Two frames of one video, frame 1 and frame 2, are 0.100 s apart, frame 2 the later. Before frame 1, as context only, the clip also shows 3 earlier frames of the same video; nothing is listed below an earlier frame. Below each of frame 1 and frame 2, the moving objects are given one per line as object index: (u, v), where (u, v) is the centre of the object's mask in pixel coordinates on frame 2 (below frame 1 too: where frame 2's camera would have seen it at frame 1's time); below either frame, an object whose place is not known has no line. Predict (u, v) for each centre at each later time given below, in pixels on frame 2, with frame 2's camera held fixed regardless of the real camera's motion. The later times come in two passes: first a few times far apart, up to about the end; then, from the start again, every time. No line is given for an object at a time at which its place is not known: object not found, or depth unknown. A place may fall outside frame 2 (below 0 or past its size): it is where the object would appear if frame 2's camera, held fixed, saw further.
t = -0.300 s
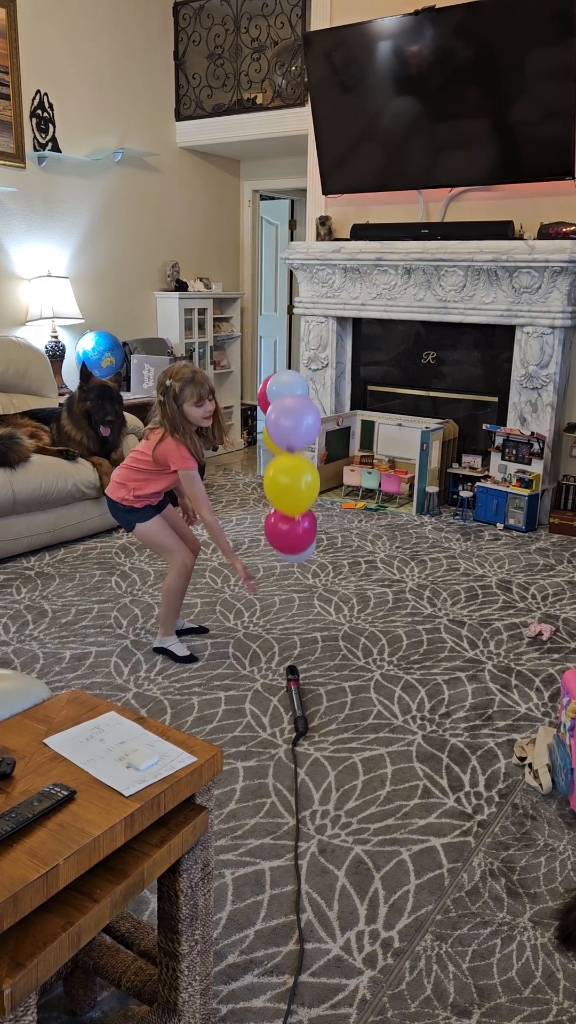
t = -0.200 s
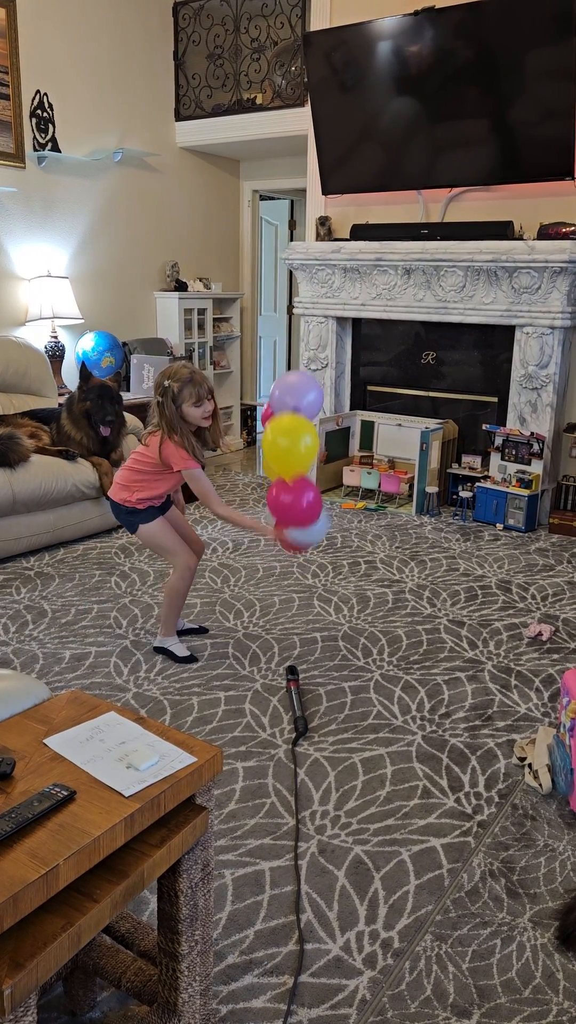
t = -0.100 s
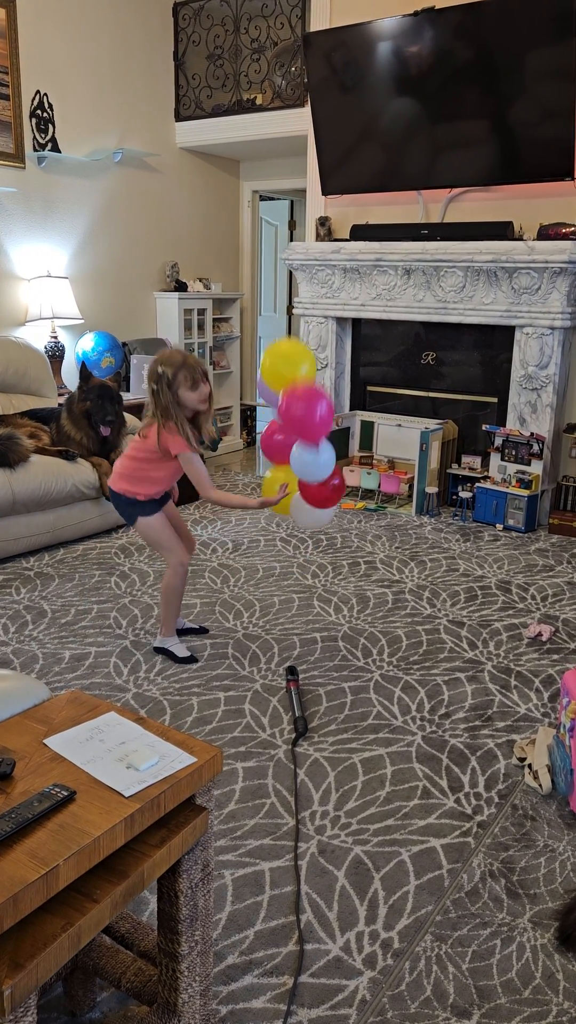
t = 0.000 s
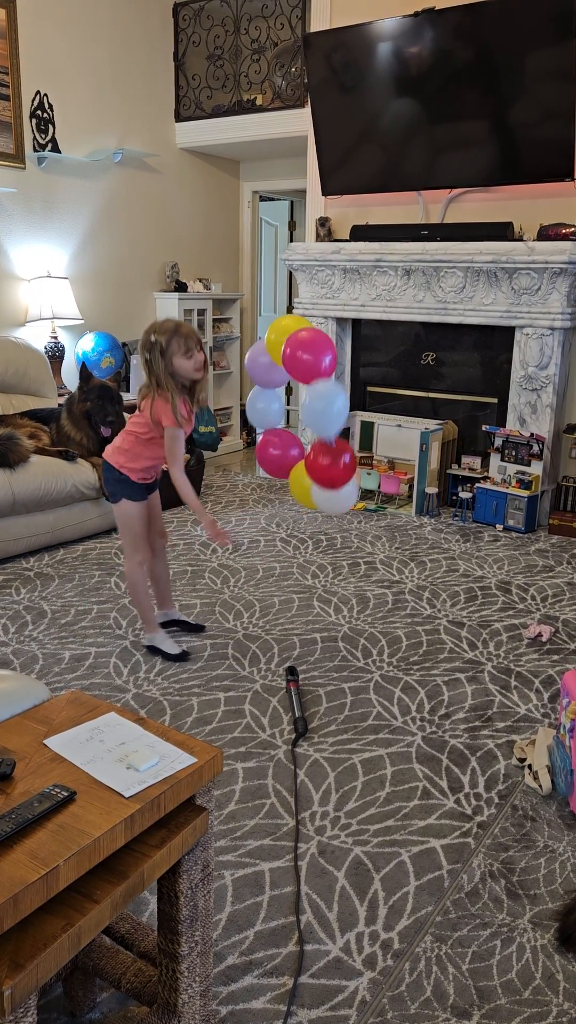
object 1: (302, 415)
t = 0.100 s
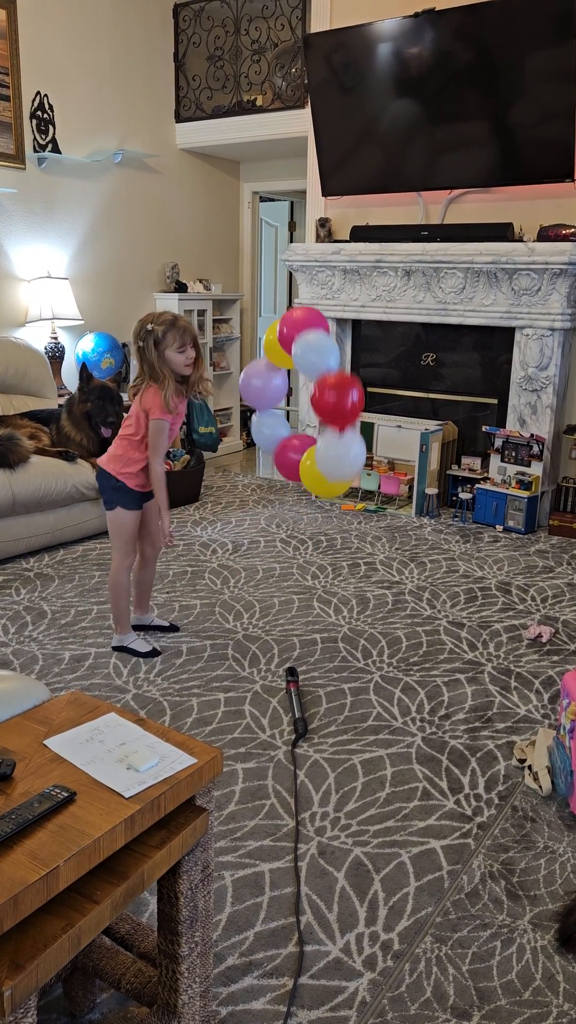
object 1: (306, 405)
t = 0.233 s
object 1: (308, 385)
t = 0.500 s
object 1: (306, 357)
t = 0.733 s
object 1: (302, 346)
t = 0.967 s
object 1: (299, 341)
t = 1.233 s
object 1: (304, 338)
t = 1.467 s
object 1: (306, 332)
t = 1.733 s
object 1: (307, 334)
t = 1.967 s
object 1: (311, 339)
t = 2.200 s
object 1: (312, 345)
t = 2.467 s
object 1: (304, 364)
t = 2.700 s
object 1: (286, 401)
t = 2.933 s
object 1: (280, 435)
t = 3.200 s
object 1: (292, 472)
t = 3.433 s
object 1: (291, 487)
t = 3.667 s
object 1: (289, 497)
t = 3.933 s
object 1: (290, 503)
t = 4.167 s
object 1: (288, 509)
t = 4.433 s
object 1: (293, 500)
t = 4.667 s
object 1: (301, 488)
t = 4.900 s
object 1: (300, 470)
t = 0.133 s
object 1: (307, 400)
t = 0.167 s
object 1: (308, 396)
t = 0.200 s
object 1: (308, 391)
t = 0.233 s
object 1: (308, 385)
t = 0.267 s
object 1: (307, 379)
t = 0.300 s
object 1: (307, 376)
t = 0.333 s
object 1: (307, 373)
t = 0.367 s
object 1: (306, 370)
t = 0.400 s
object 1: (306, 368)
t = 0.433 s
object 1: (306, 365)
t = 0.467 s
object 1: (306, 361)
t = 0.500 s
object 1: (306, 357)
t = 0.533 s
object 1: (306, 354)
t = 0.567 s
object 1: (305, 352)
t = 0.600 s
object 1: (304, 350)
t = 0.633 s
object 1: (304, 349)
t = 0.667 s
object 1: (303, 348)
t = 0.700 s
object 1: (303, 348)
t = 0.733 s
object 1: (302, 346)
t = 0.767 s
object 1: (302, 345)
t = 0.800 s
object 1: (301, 344)
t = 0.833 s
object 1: (301, 343)
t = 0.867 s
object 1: (300, 342)
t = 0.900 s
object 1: (300, 342)
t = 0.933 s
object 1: (300, 341)
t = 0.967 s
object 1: (299, 341)
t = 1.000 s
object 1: (299, 341)
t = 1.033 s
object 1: (299, 341)
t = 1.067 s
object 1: (300, 340)
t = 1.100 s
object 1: (301, 340)
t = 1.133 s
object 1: (301, 340)
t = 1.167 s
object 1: (302, 339)
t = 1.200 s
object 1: (303, 339)
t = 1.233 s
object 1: (304, 338)
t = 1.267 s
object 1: (305, 337)
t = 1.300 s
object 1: (306, 336)
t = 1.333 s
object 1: (306, 335)
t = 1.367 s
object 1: (306, 334)
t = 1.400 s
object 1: (306, 333)
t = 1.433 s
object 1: (306, 332)
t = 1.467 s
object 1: (306, 332)
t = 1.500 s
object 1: (307, 332)
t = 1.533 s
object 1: (307, 333)
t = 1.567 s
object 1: (307, 333)
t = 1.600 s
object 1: (307, 334)
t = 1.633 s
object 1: (308, 334)
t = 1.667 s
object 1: (307, 334)
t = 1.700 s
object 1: (307, 334)
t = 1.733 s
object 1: (307, 334)
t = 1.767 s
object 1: (308, 335)
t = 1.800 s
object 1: (308, 335)
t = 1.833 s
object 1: (309, 336)
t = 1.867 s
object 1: (309, 337)
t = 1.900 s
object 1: (310, 337)
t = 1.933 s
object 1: (311, 338)
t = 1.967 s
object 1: (311, 339)
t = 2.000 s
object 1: (311, 340)
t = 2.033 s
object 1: (311, 341)
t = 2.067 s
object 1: (312, 342)
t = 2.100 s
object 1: (312, 343)
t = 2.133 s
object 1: (312, 344)
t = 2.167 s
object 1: (312, 345)
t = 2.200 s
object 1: (312, 345)
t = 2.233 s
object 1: (312, 346)
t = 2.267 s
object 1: (312, 347)
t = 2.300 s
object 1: (312, 349)
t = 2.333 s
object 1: (311, 352)
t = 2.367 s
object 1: (310, 355)
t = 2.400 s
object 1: (308, 358)
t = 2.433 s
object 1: (306, 361)
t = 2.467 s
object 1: (304, 364)
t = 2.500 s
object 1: (302, 368)
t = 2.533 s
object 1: (299, 374)
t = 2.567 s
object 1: (296, 380)
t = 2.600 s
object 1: (293, 386)
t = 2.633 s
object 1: (290, 392)
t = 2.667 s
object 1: (288, 397)
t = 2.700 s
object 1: (286, 401)
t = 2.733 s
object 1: (285, 404)
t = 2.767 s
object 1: (283, 408)
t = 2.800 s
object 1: (282, 412)
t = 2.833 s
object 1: (282, 417)
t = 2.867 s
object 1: (281, 423)
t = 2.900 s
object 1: (280, 430)
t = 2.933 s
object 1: (280, 435)
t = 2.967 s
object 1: (281, 441)
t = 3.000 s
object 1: (281, 445)
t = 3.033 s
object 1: (283, 449)
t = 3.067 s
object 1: (285, 452)
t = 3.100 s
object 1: (287, 455)
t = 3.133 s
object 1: (289, 461)
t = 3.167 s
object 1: (291, 467)
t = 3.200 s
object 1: (292, 472)
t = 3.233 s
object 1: (293, 477)
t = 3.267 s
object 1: (294, 479)
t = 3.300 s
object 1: (294, 481)
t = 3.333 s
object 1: (293, 482)
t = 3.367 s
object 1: (292, 483)
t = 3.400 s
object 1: (291, 485)
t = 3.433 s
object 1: (291, 487)
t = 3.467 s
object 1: (291, 488)
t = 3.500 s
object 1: (291, 488)
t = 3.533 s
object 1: (291, 489)
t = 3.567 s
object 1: (291, 491)
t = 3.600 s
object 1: (290, 493)
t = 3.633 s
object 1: (289, 495)
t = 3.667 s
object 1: (289, 497)
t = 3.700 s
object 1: (289, 499)
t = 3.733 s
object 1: (289, 501)
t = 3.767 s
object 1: (289, 503)
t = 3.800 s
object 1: (290, 504)
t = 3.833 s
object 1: (290, 504)
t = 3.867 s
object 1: (290, 502)
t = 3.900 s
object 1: (290, 502)
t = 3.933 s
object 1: (290, 503)
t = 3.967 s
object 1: (290, 503)
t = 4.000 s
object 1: (290, 504)
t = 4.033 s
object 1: (289, 505)
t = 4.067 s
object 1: (289, 505)
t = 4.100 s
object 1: (288, 507)
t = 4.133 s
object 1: (288, 508)
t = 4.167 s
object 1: (288, 509)
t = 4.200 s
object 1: (288, 508)
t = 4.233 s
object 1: (288, 508)
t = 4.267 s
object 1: (288, 507)
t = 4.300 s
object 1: (288, 505)
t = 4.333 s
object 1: (289, 504)
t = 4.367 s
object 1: (290, 503)
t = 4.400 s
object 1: (291, 502)
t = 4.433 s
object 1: (293, 500)
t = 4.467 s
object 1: (294, 499)
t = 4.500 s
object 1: (296, 498)
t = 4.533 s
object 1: (298, 497)
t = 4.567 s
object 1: (299, 494)
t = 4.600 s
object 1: (300, 492)
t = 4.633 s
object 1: (301, 490)
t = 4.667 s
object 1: (301, 488)
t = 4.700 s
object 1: (301, 485)
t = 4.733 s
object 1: (301, 484)
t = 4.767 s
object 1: (301, 482)
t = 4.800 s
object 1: (301, 480)
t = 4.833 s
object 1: (301, 477)
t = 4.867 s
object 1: (300, 474)
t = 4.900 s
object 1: (300, 470)
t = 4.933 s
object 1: (300, 468)
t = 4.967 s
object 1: (299, 465)
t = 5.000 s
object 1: (299, 463)
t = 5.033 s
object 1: (298, 462)
